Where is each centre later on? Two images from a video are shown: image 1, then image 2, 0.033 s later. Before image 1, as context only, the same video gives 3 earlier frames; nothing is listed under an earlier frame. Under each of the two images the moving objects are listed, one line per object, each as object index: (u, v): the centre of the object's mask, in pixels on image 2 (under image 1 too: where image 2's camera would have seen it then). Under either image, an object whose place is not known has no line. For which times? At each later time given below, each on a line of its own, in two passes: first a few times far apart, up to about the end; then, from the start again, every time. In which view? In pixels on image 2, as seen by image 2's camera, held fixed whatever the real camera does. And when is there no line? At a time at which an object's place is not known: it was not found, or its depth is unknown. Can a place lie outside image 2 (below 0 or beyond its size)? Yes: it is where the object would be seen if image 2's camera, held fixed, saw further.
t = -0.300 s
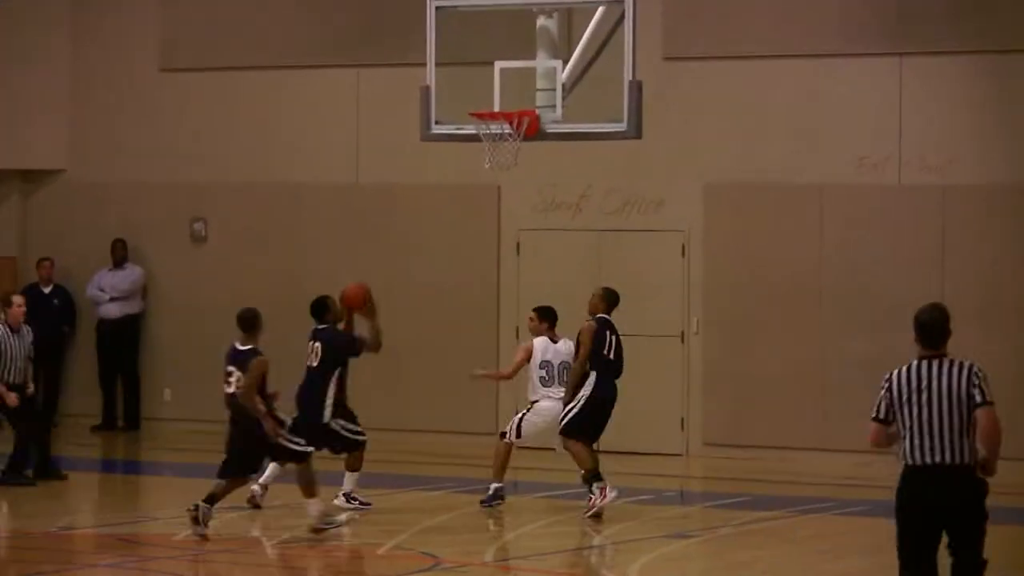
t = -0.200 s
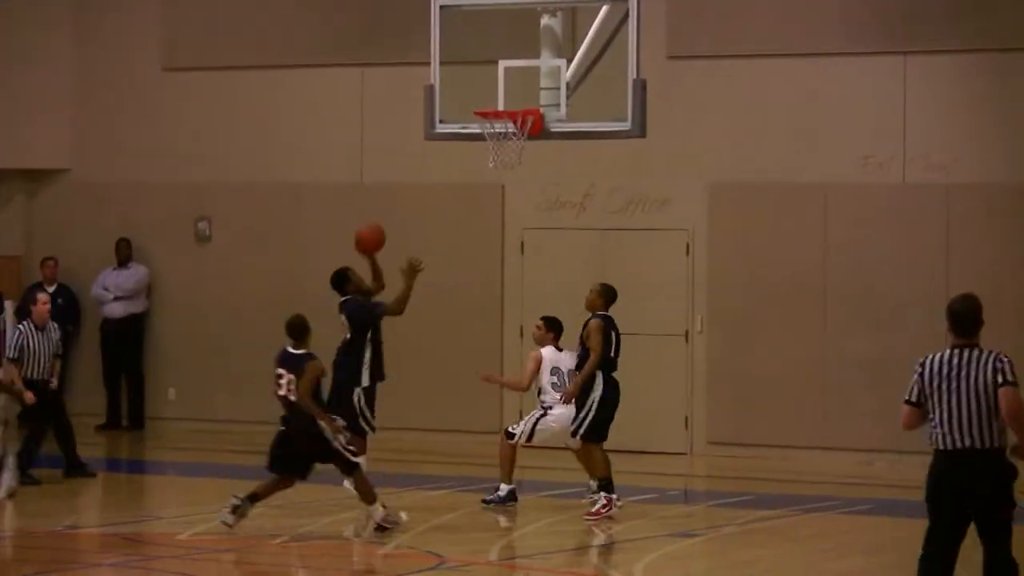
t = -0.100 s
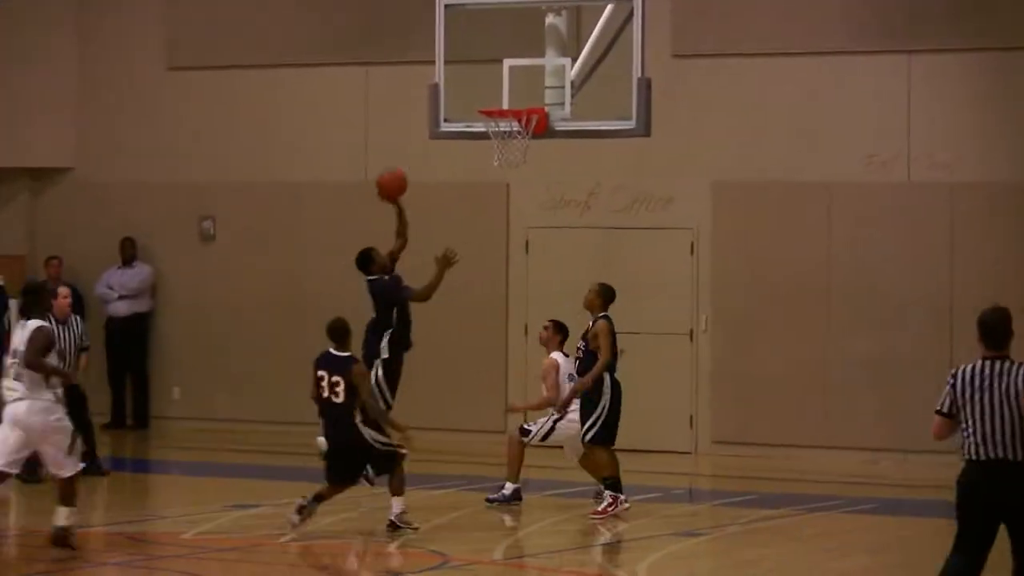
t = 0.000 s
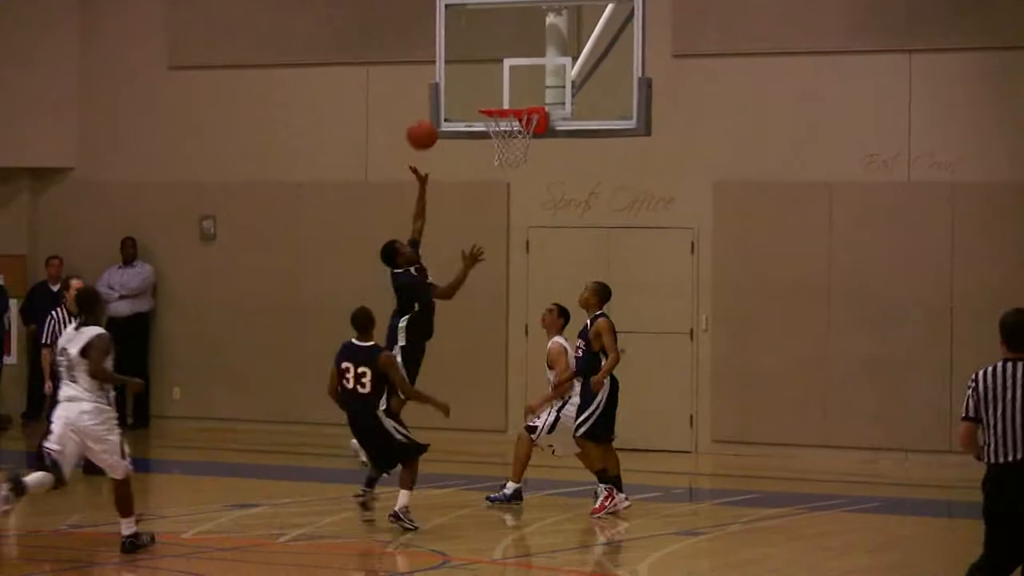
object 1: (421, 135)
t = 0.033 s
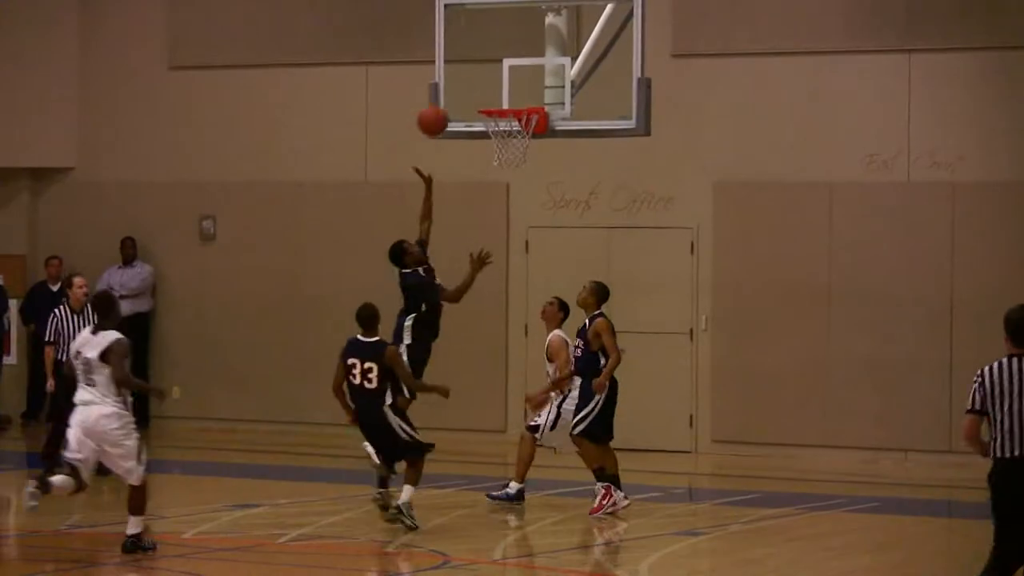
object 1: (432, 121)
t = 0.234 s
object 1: (491, 68)
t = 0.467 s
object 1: (499, 88)
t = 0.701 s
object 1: (518, 135)
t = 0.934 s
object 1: (514, 148)
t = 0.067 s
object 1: (444, 107)
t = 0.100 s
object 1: (455, 96)
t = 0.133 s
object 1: (467, 86)
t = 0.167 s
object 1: (477, 77)
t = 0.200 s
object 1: (489, 70)
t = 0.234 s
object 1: (491, 68)
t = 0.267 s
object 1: (493, 66)
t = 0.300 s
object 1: (493, 66)
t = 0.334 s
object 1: (494, 67)
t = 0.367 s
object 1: (496, 70)
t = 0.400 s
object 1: (497, 75)
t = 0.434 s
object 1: (498, 80)
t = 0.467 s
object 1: (499, 88)
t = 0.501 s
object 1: (501, 95)
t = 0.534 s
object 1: (502, 103)
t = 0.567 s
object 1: (506, 107)
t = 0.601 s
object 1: (509, 116)
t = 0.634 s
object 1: (510, 124)
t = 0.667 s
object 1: (514, 126)
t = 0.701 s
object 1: (518, 135)
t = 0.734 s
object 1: (519, 133)
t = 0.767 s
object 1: (519, 136)
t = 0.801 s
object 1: (518, 136)
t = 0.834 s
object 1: (518, 138)
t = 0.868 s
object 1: (516, 140)
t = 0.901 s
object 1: (516, 145)
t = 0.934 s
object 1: (514, 148)
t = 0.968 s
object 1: (514, 153)
